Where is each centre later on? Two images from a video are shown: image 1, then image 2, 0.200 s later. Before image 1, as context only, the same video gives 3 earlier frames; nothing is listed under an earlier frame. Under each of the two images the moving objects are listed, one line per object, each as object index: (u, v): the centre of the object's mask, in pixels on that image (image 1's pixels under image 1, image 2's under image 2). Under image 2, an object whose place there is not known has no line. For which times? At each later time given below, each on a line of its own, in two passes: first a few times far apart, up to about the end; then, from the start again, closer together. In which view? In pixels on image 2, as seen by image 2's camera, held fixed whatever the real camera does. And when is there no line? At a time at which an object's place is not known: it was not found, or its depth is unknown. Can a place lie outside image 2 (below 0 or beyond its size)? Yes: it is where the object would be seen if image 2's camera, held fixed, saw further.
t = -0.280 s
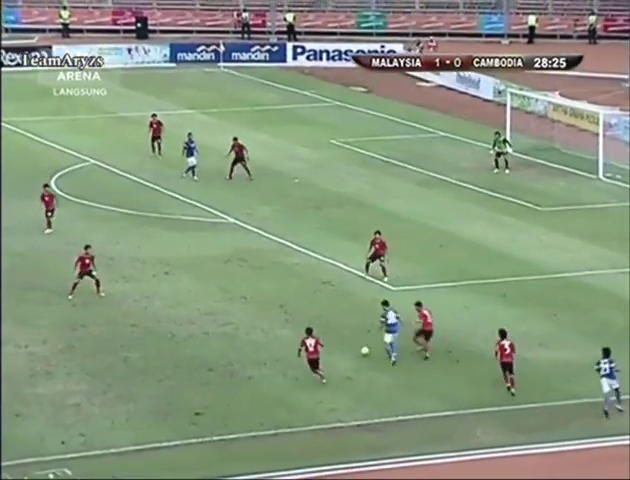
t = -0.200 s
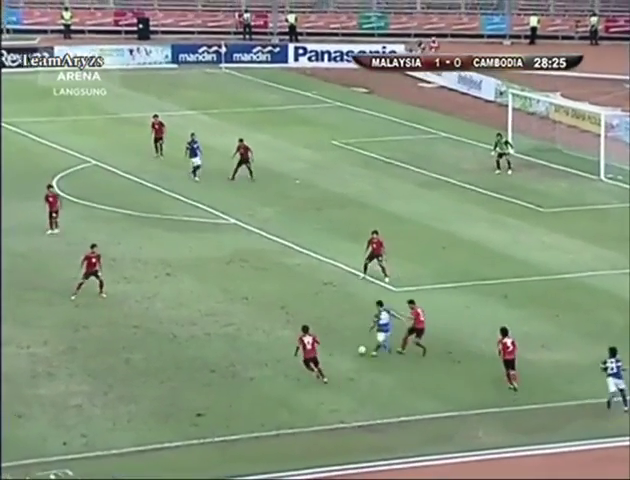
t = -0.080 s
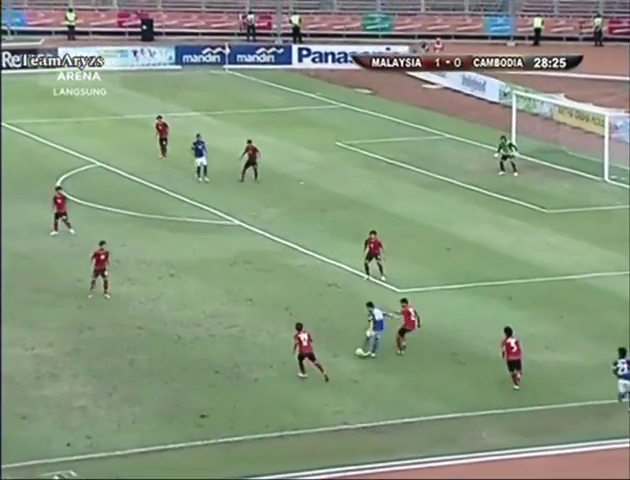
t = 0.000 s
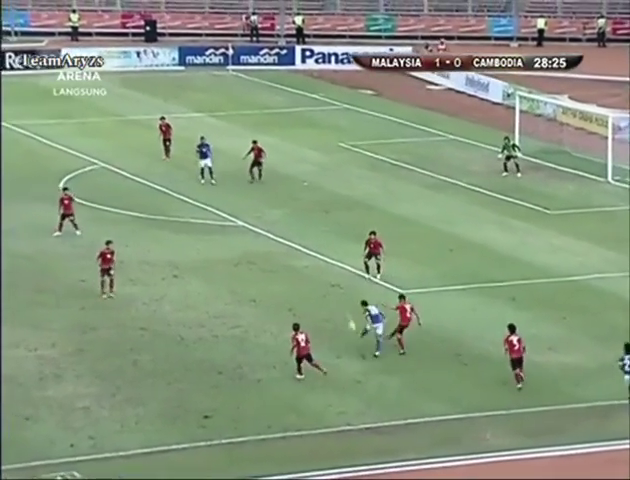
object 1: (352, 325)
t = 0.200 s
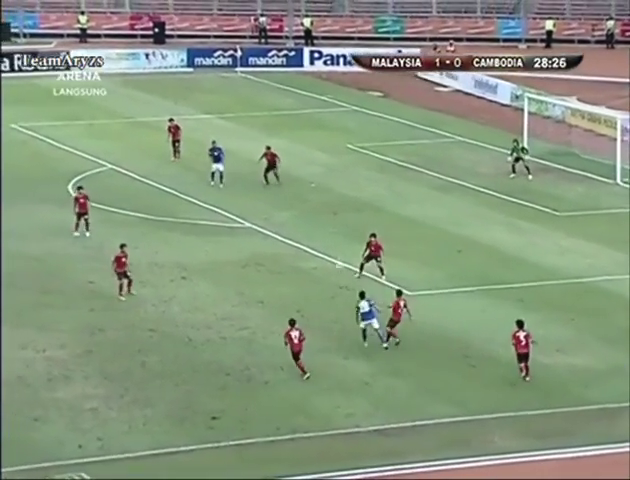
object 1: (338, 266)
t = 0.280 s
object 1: (335, 246)
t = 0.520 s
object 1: (329, 211)
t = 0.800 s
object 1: (334, 202)
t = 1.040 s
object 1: (345, 214)
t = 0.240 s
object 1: (336, 254)
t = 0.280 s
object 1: (335, 246)
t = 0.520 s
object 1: (329, 211)
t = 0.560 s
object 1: (329, 208)
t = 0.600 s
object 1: (330, 207)
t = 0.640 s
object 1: (330, 204)
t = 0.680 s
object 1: (331, 203)
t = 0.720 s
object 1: (332, 202)
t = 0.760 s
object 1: (333, 202)
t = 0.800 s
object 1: (334, 202)
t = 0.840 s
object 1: (336, 203)
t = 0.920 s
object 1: (339, 206)
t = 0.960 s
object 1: (342, 209)
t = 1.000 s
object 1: (343, 211)
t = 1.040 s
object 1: (345, 214)
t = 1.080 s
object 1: (347, 212)
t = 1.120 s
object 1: (350, 206)
